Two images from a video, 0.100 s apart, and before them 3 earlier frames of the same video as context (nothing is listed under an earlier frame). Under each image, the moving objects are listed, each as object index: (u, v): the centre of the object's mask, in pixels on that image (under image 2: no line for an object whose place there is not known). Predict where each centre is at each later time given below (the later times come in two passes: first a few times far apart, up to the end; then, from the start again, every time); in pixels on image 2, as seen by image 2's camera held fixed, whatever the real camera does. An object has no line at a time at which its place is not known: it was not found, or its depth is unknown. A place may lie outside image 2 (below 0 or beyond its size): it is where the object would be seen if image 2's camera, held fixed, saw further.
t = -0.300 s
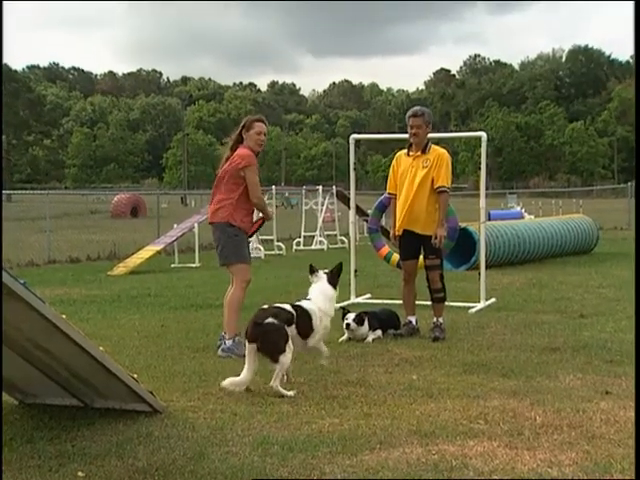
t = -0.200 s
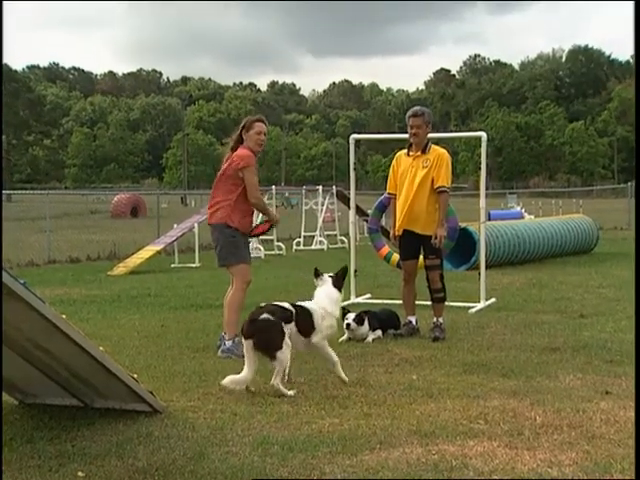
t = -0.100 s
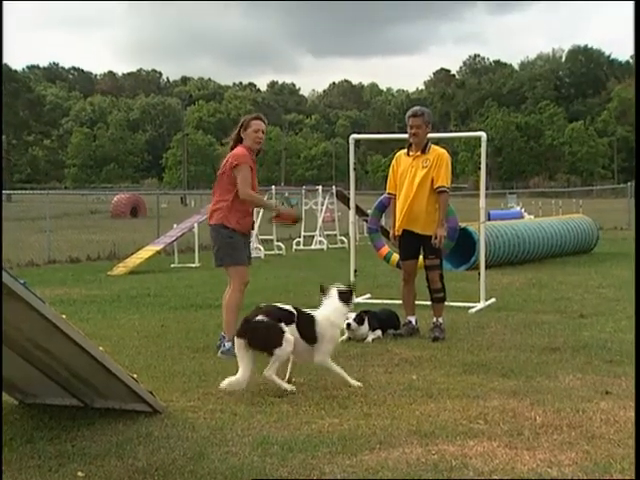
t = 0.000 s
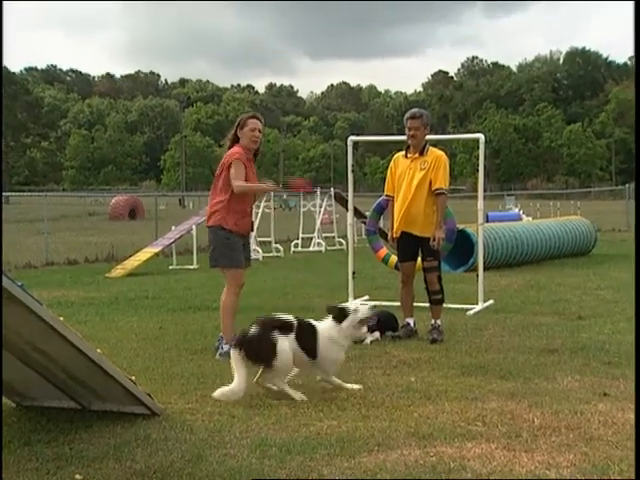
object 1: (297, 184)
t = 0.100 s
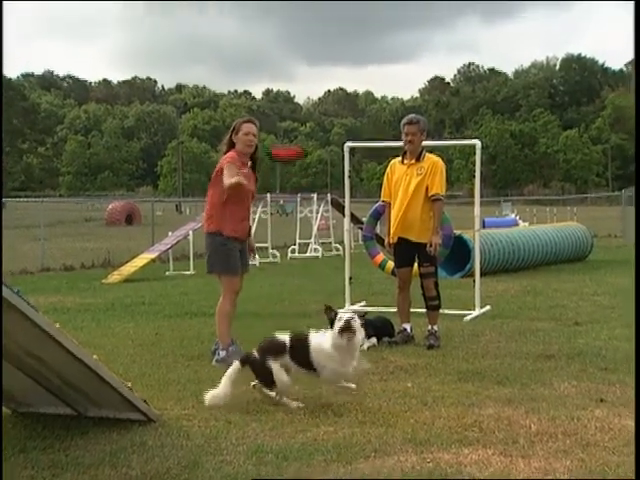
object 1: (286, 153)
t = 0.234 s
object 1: (269, 100)
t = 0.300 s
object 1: (257, 70)
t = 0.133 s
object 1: (282, 140)
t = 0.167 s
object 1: (279, 126)
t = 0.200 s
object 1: (273, 113)
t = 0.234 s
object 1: (269, 100)
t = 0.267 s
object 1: (262, 87)
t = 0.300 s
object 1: (257, 70)
